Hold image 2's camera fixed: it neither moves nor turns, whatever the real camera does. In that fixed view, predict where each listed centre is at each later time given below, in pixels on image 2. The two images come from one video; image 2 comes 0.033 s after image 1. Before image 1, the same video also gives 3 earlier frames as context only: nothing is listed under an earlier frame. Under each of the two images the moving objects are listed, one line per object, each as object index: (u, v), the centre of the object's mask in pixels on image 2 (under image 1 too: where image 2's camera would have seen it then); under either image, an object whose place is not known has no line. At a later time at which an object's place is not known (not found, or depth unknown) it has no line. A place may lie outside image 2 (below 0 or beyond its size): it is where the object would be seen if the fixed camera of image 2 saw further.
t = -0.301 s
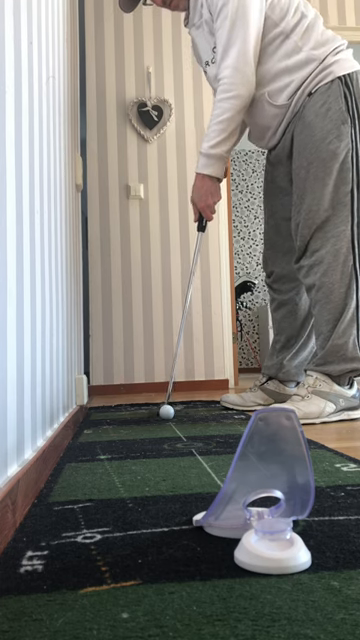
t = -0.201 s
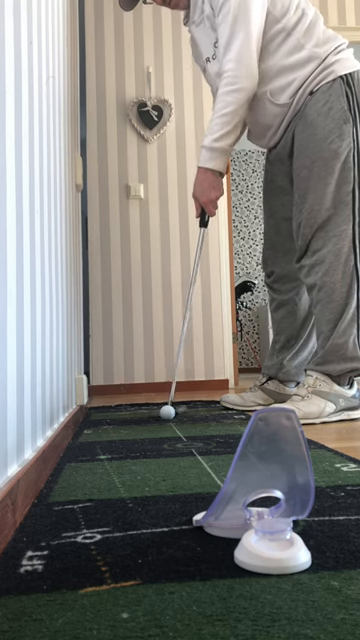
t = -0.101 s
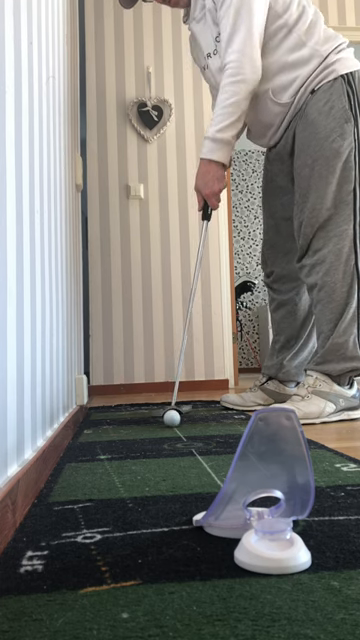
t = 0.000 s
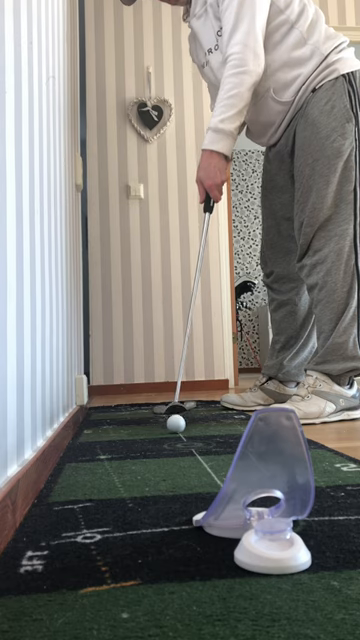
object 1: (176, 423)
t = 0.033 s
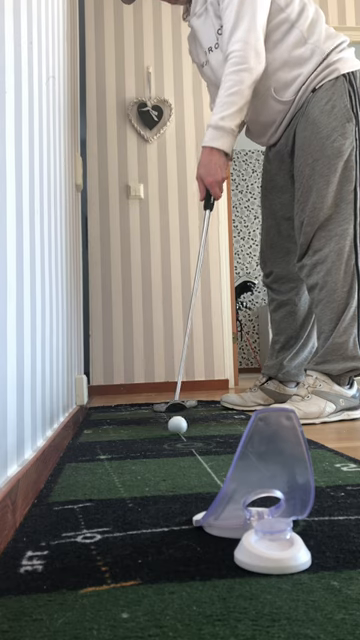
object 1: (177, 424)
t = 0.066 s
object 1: (179, 426)
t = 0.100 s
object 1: (180, 428)
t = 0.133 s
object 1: (182, 430)
